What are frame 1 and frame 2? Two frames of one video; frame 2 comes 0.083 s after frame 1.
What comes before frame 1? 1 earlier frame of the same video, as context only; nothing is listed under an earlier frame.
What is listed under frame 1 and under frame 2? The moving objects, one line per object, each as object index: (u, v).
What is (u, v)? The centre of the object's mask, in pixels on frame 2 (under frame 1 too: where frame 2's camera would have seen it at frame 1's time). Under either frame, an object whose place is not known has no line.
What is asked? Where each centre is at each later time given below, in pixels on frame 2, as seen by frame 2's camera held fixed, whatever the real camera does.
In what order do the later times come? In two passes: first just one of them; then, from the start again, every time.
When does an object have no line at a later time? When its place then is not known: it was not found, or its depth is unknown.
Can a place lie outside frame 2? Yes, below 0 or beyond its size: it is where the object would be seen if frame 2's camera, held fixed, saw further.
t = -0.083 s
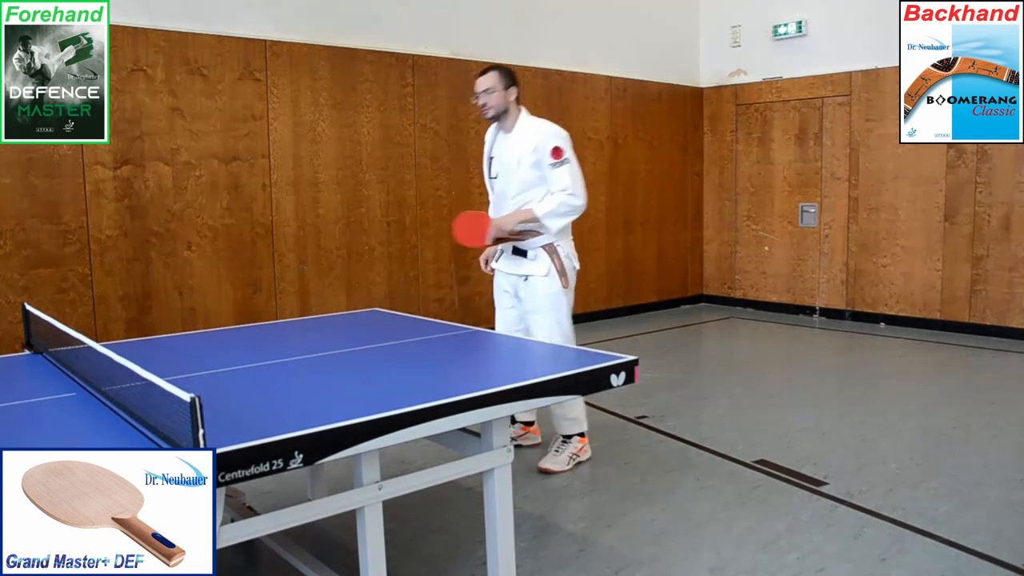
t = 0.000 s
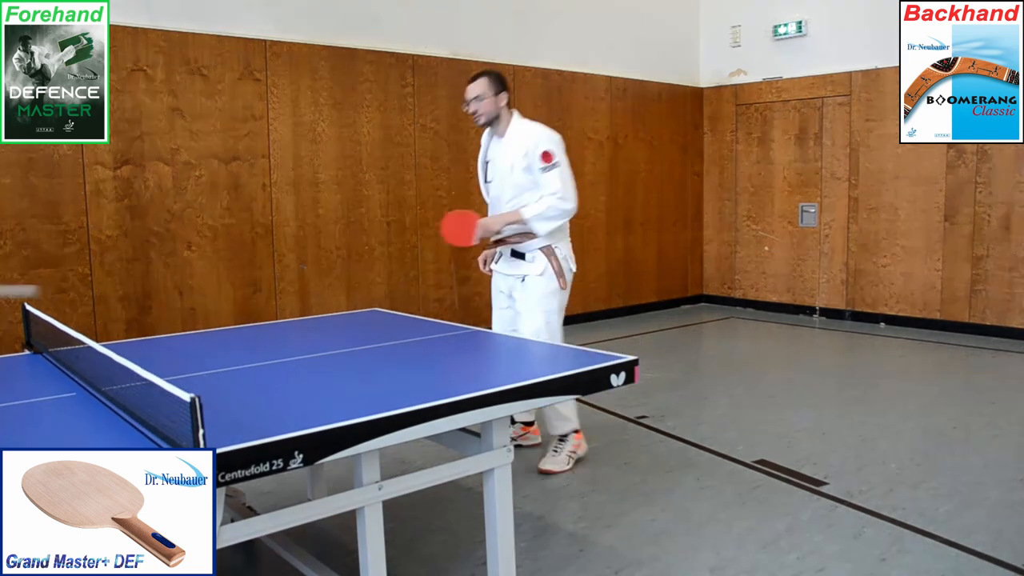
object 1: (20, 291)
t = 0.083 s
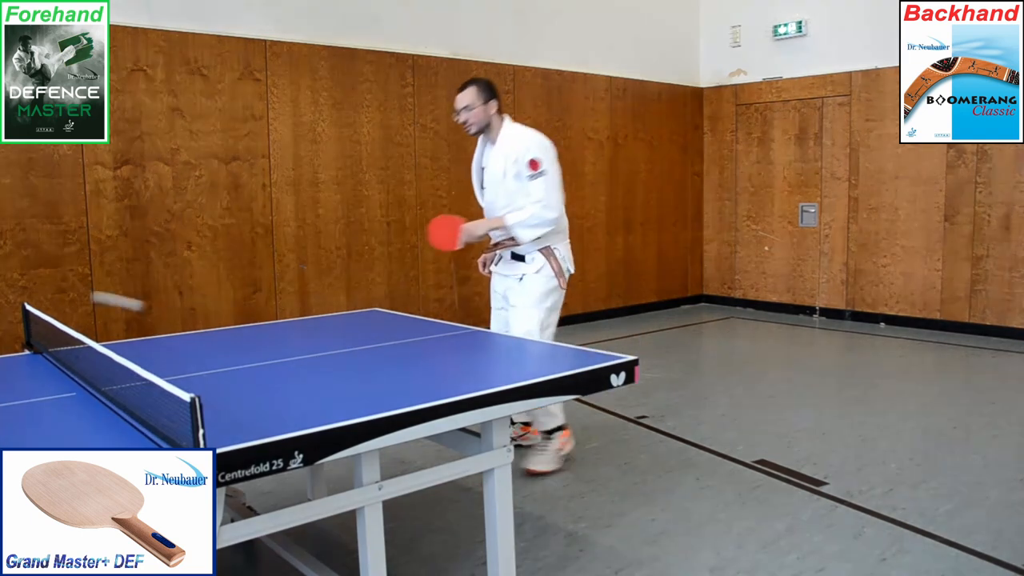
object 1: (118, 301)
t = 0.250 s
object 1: (265, 297)
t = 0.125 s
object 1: (163, 313)
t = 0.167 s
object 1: (204, 330)
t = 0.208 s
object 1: (238, 321)
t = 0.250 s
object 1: (265, 297)
